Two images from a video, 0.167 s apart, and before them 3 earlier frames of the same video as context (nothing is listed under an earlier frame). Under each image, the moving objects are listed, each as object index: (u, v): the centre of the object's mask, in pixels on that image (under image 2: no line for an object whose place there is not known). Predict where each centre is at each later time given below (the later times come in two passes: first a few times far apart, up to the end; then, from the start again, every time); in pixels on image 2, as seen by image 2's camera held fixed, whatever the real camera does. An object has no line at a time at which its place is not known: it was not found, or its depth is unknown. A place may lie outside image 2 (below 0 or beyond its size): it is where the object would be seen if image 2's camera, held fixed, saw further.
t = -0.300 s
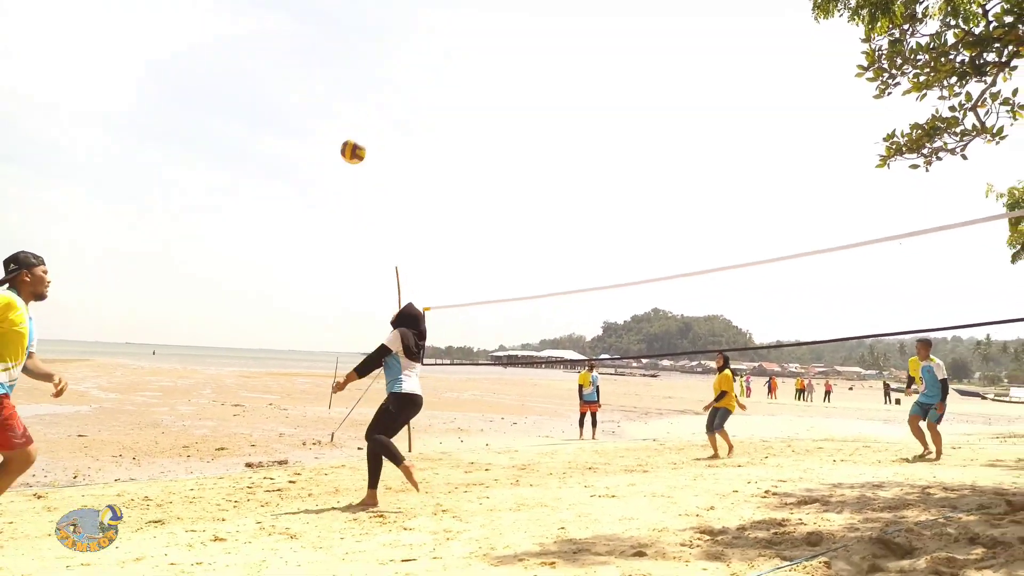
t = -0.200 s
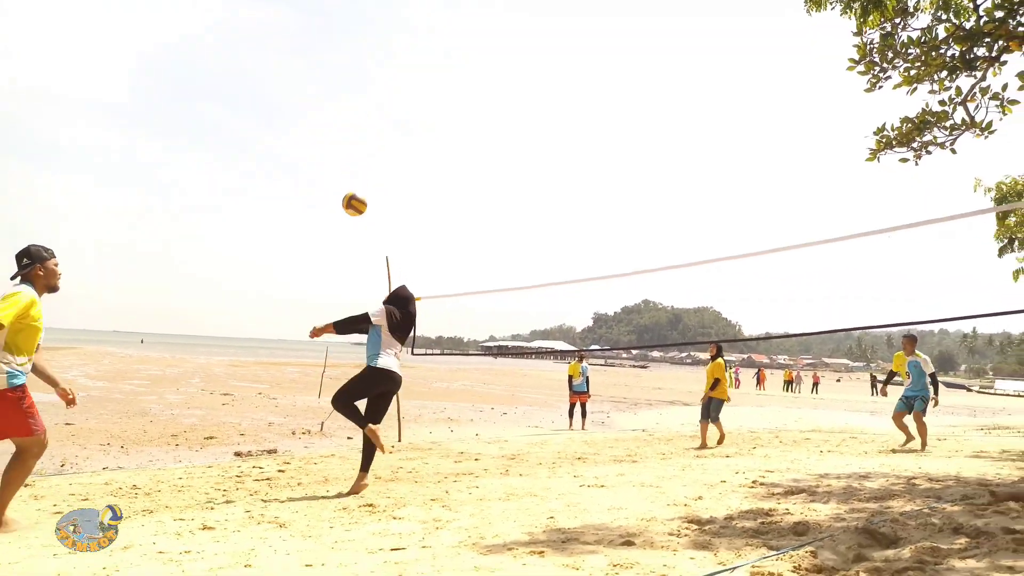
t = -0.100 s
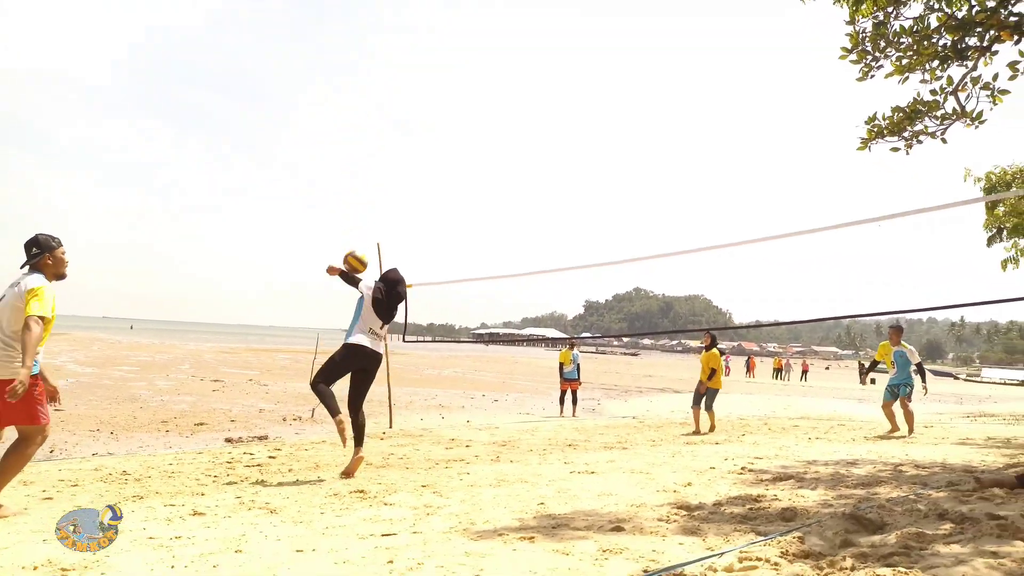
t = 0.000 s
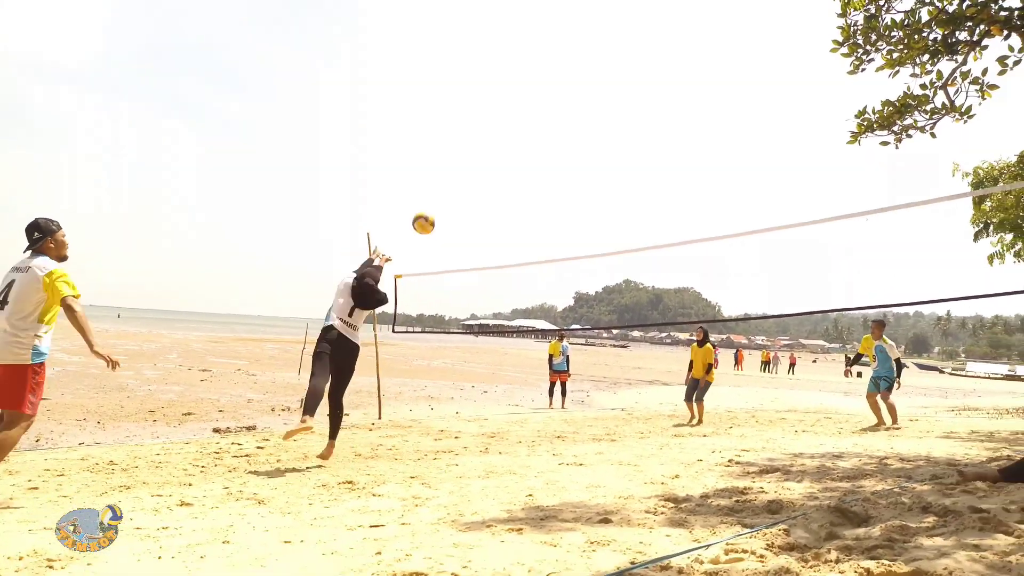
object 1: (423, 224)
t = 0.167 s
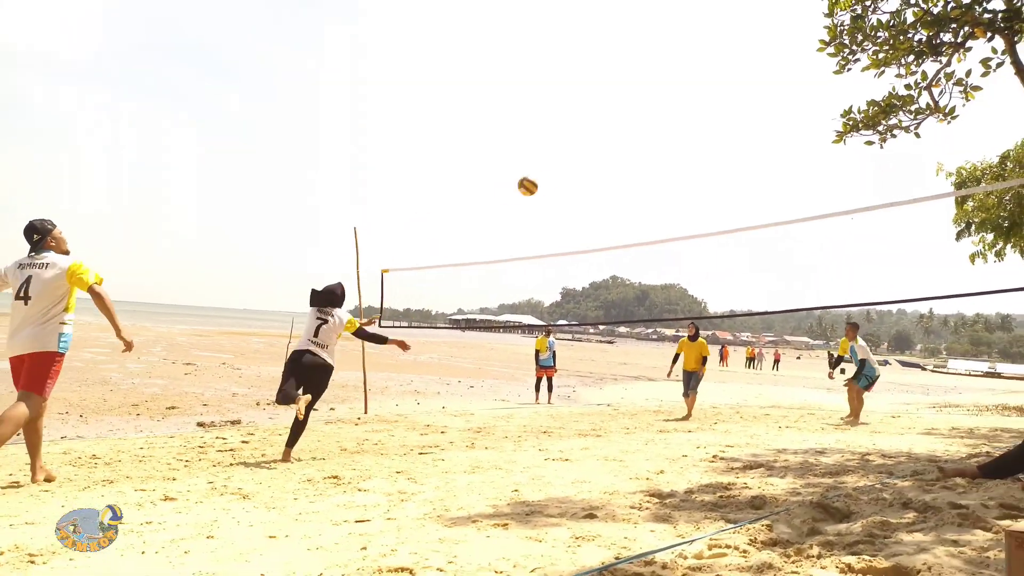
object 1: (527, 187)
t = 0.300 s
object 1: (605, 182)
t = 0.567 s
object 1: (727, 216)
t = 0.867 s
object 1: (831, 303)
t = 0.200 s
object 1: (548, 184)
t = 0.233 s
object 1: (567, 182)
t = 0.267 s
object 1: (587, 182)
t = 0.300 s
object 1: (605, 182)
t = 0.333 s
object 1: (622, 183)
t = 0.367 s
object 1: (639, 186)
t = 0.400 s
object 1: (655, 188)
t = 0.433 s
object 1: (671, 192)
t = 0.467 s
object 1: (686, 197)
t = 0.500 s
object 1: (700, 203)
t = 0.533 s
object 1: (714, 209)
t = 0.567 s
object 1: (727, 216)
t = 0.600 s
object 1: (740, 222)
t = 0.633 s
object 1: (753, 233)
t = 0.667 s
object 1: (765, 240)
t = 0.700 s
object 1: (777, 249)
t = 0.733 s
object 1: (788, 259)
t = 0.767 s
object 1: (799, 270)
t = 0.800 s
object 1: (810, 281)
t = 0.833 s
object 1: (821, 292)
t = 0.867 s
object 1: (831, 303)
